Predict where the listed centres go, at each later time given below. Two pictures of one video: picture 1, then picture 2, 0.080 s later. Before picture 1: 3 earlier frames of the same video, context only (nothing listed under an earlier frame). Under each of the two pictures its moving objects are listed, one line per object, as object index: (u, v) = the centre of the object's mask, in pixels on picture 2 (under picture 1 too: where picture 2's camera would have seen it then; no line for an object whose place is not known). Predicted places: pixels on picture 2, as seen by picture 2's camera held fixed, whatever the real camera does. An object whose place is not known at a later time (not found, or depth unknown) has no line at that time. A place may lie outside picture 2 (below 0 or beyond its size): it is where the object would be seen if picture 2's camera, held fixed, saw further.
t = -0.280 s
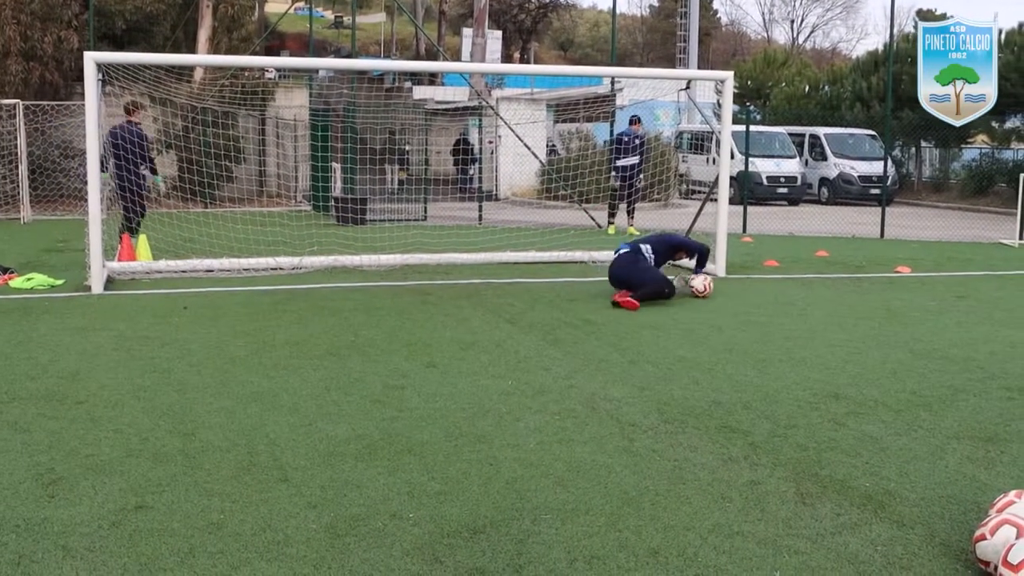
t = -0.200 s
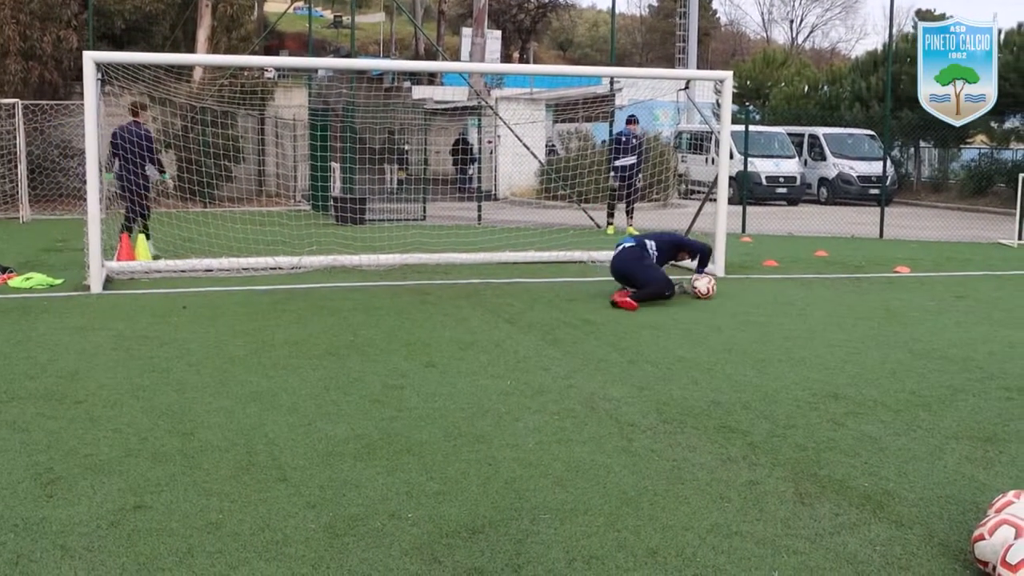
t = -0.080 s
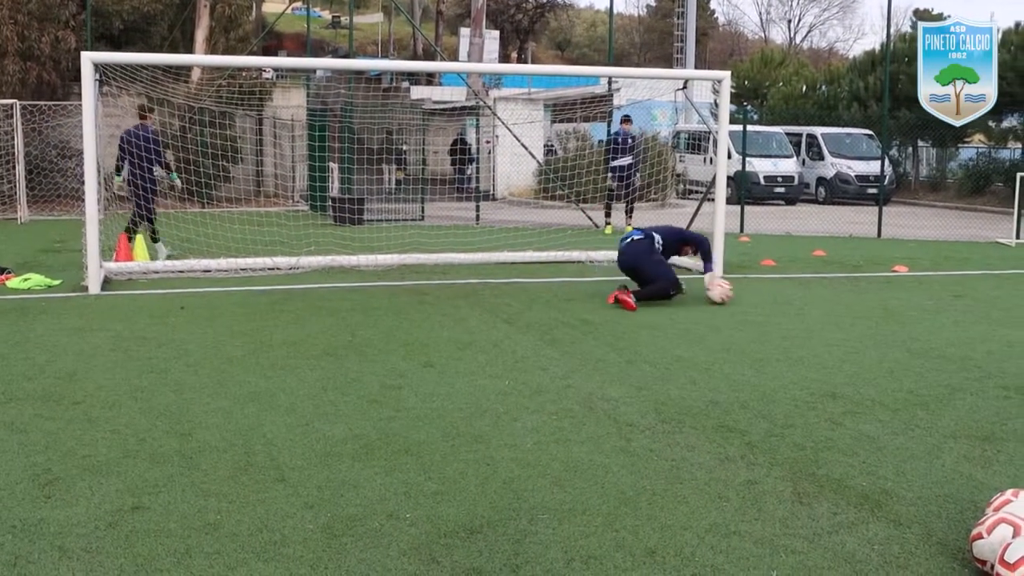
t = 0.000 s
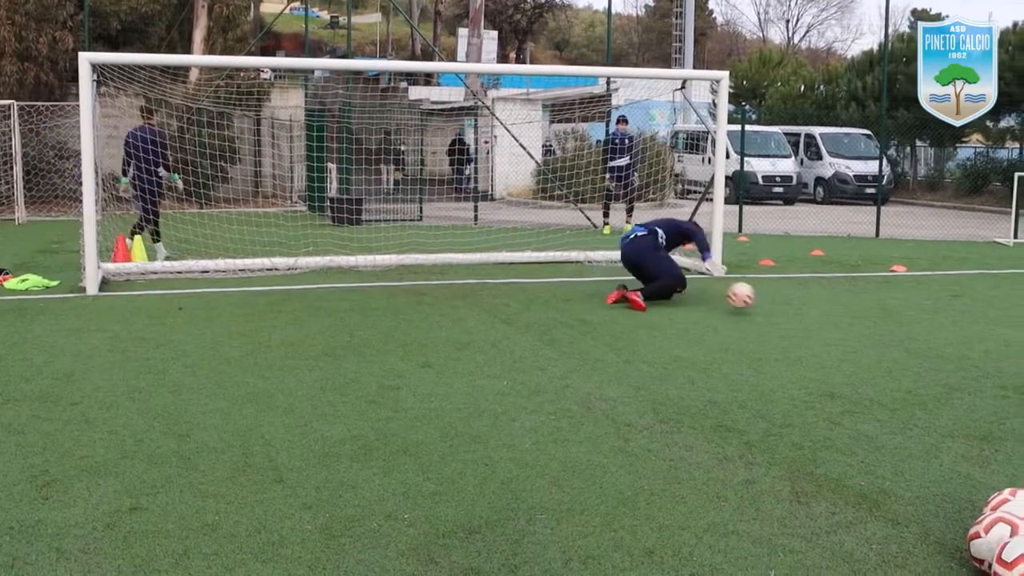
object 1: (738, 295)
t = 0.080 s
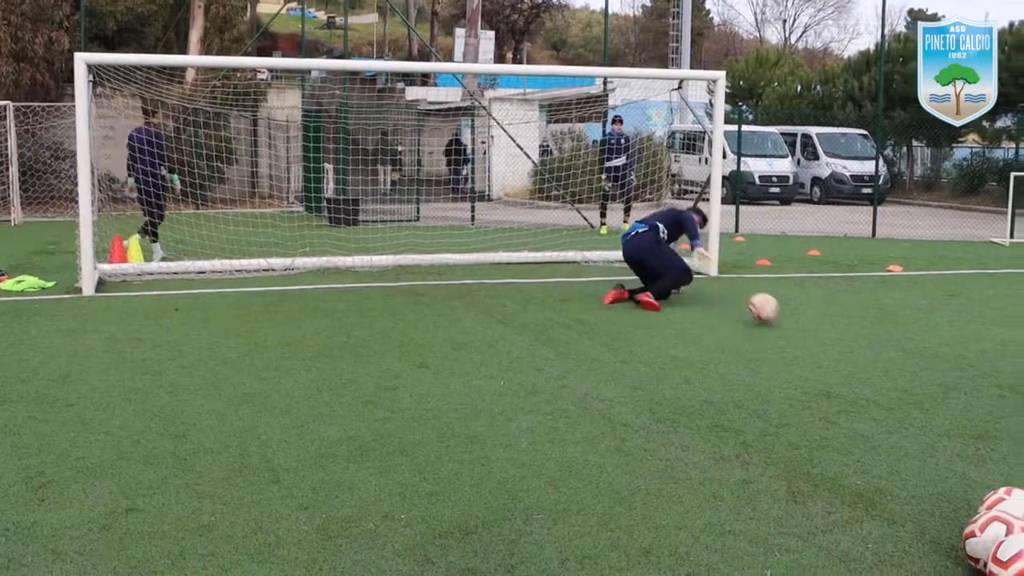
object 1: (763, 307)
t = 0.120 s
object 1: (776, 317)
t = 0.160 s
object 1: (790, 320)
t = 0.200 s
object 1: (803, 324)
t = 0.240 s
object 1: (818, 330)
